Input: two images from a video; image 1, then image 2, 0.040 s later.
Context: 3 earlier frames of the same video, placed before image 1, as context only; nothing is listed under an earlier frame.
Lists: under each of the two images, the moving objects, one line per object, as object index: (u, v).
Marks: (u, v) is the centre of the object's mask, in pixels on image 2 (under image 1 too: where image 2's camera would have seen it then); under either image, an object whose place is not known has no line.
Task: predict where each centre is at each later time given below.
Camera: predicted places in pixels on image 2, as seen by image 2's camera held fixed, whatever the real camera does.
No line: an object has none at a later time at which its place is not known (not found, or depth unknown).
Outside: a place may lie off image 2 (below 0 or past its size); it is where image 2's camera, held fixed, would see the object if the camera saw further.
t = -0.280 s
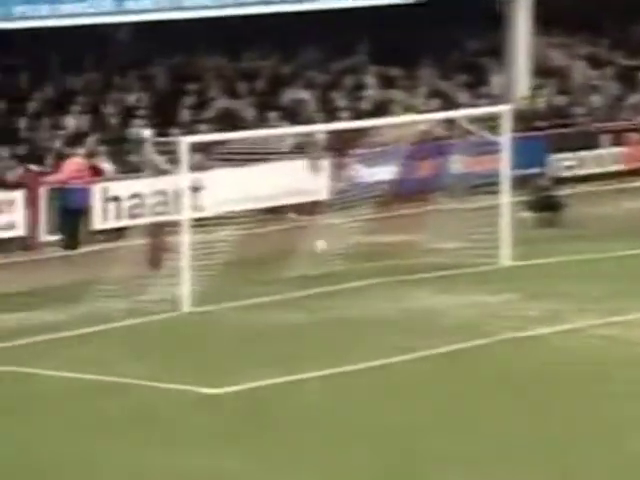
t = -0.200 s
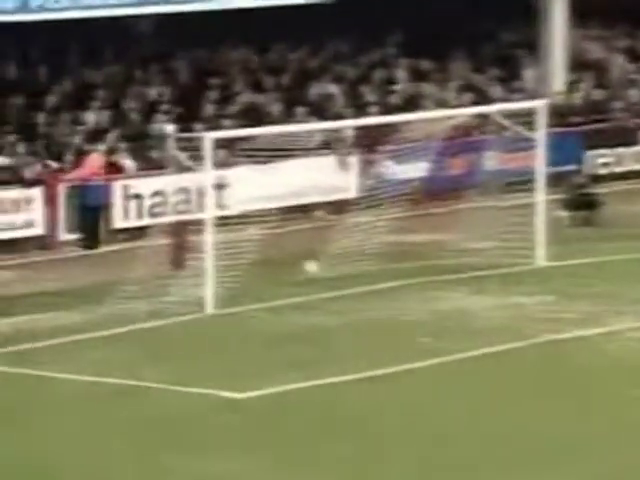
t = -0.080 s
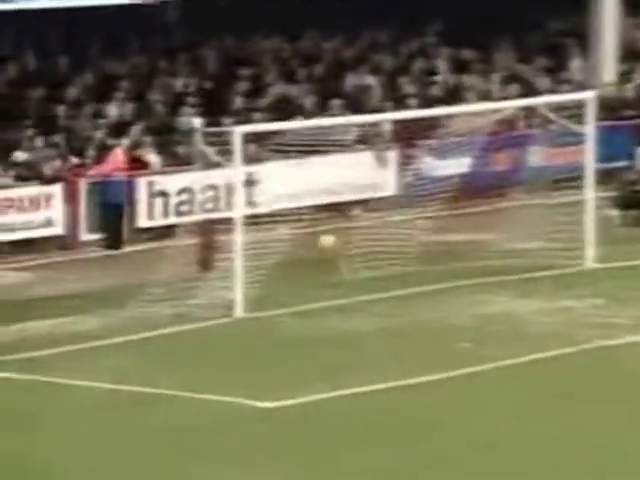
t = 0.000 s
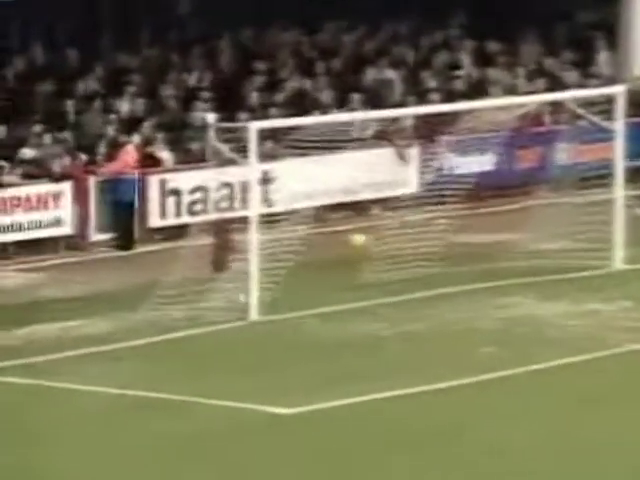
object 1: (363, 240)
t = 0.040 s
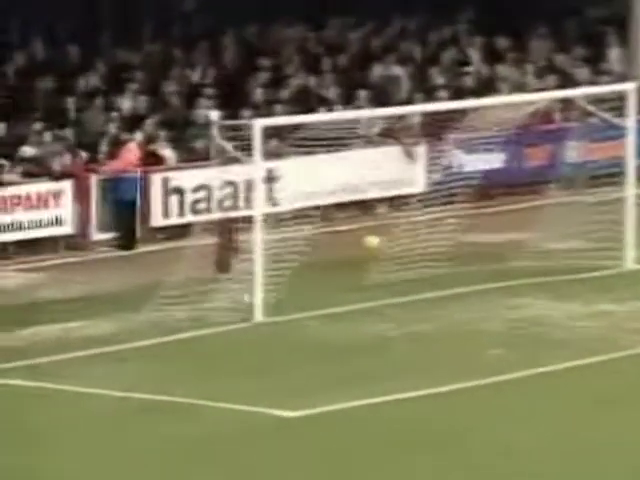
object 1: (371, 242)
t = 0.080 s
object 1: (380, 246)
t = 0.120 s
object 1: (389, 250)
